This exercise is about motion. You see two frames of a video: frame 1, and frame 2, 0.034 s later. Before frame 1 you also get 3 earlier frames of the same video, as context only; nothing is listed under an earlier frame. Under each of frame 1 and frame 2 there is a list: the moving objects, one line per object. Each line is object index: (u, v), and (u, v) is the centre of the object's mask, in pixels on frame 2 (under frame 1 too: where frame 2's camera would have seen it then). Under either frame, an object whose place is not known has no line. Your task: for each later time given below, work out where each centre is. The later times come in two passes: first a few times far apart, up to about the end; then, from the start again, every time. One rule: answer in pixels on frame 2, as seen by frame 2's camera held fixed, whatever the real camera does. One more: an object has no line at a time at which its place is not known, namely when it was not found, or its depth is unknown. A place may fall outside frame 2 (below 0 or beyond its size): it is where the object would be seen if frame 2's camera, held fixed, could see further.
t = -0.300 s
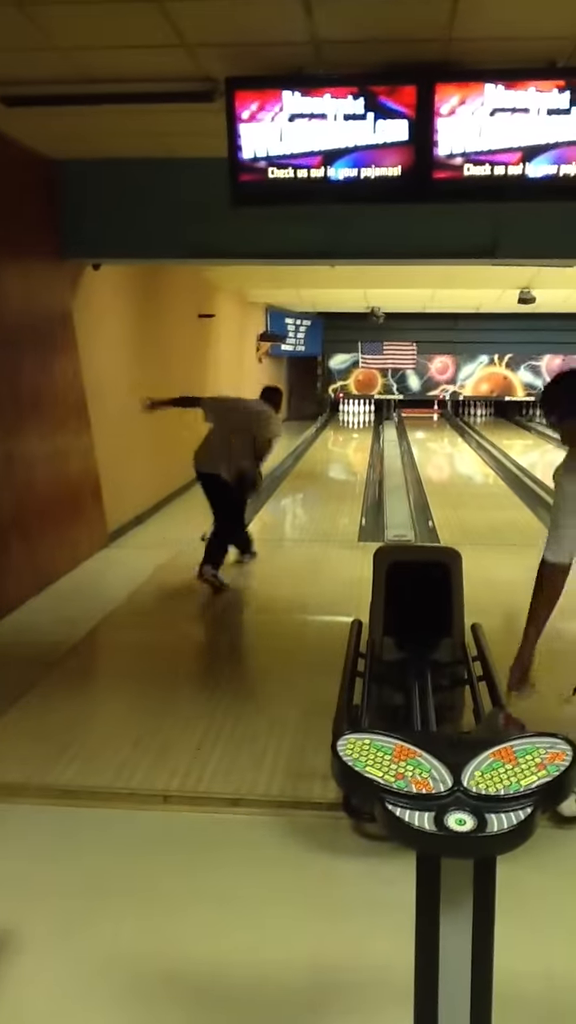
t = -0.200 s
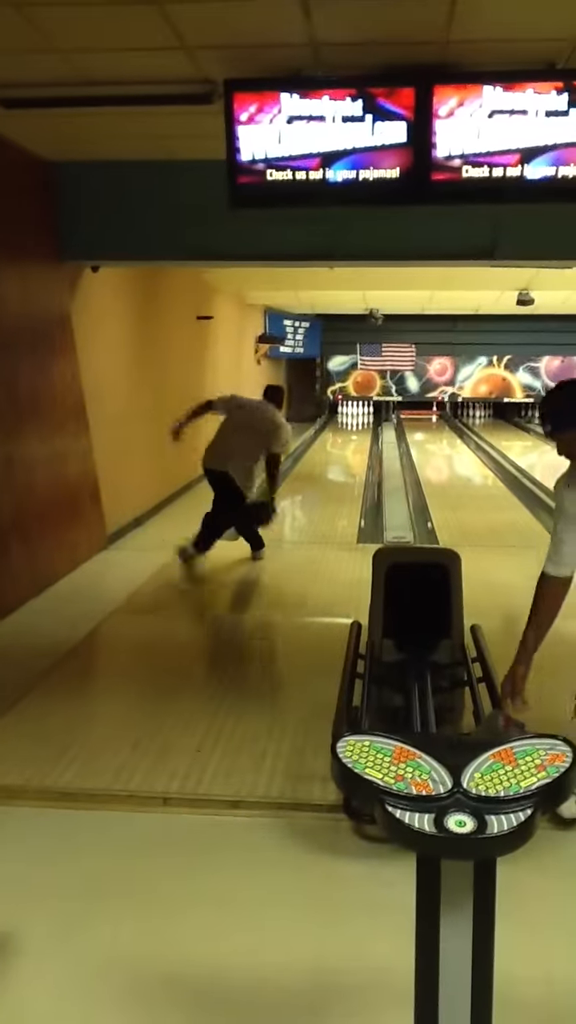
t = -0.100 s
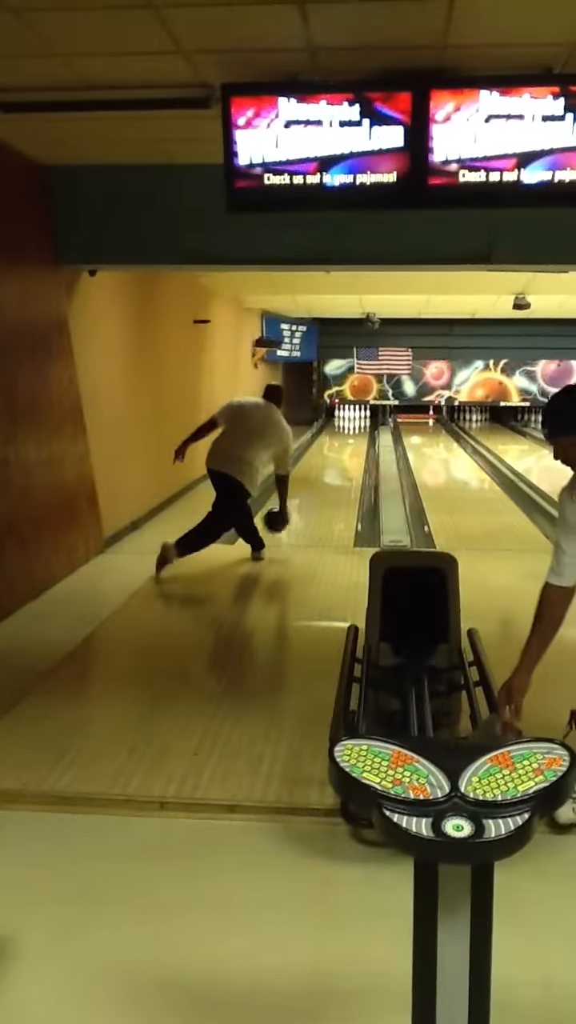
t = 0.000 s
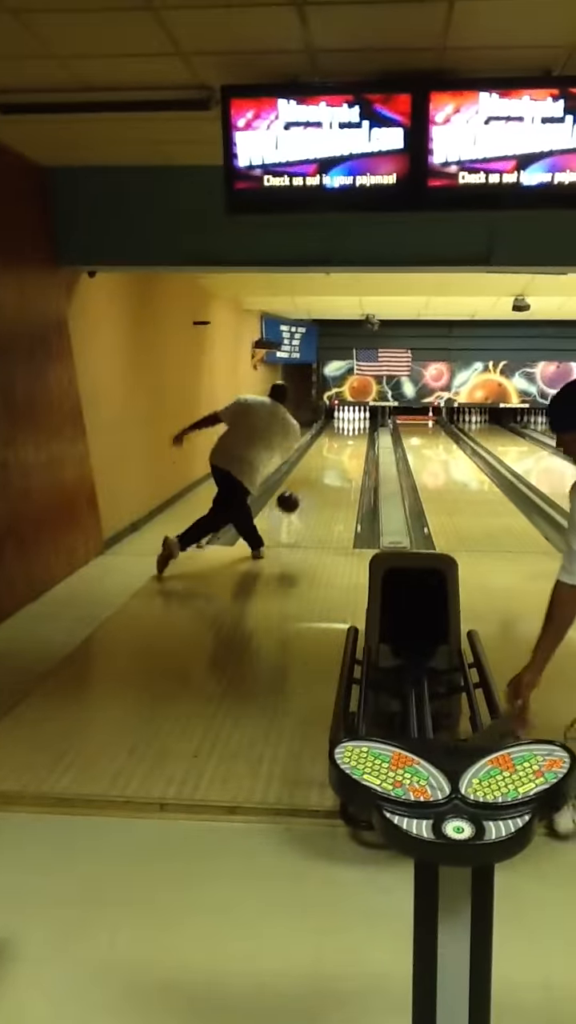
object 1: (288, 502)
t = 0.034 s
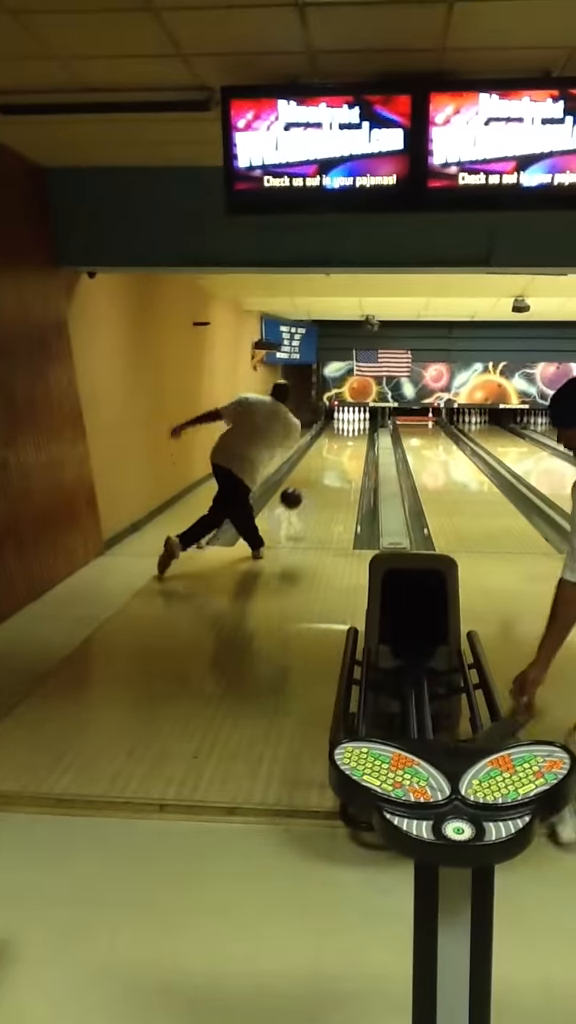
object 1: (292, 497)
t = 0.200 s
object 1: (305, 492)
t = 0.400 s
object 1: (318, 487)
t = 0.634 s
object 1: (329, 470)
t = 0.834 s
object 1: (336, 459)
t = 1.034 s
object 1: (340, 450)
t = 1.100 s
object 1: (342, 448)
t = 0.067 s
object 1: (295, 494)
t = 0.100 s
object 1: (299, 492)
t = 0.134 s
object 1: (302, 491)
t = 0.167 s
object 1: (303, 491)
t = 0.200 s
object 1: (305, 492)
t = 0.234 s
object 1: (308, 494)
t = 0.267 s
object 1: (310, 497)
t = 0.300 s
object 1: (312, 494)
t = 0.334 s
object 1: (314, 491)
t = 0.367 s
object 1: (316, 489)
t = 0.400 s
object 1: (318, 487)
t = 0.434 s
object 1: (319, 484)
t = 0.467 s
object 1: (321, 482)
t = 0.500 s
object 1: (323, 479)
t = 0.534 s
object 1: (324, 477)
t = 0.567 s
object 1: (326, 474)
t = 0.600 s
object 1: (327, 472)
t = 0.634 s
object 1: (329, 470)
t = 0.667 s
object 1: (330, 468)
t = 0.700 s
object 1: (331, 466)
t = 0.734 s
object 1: (332, 464)
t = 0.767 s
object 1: (333, 463)
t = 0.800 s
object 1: (335, 461)
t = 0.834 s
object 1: (336, 459)
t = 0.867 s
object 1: (337, 457)
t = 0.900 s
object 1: (338, 455)
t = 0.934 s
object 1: (338, 453)
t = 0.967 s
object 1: (339, 452)
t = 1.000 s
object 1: (340, 451)
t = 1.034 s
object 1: (340, 450)
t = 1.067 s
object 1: (341, 448)
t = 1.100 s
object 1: (342, 448)
